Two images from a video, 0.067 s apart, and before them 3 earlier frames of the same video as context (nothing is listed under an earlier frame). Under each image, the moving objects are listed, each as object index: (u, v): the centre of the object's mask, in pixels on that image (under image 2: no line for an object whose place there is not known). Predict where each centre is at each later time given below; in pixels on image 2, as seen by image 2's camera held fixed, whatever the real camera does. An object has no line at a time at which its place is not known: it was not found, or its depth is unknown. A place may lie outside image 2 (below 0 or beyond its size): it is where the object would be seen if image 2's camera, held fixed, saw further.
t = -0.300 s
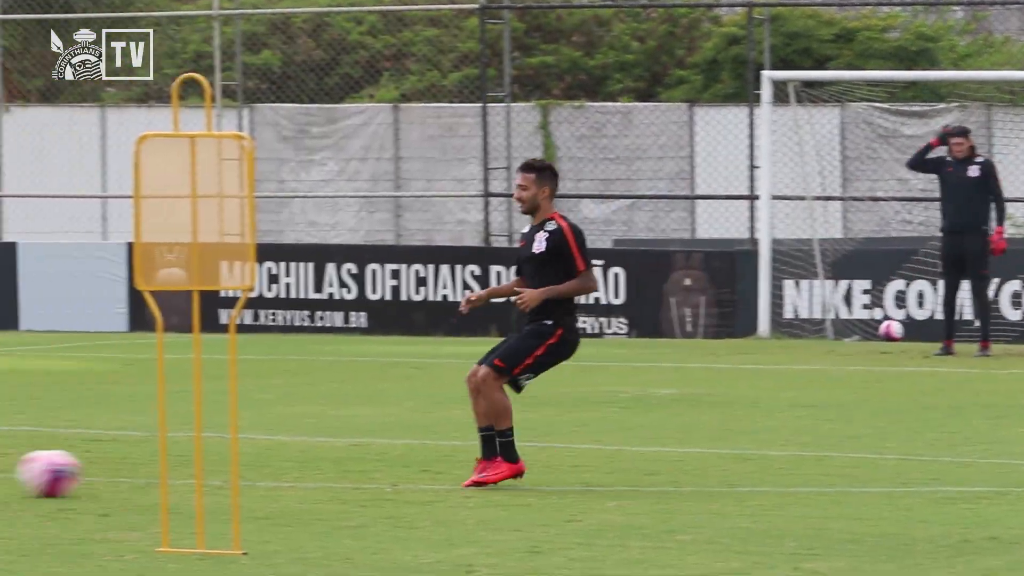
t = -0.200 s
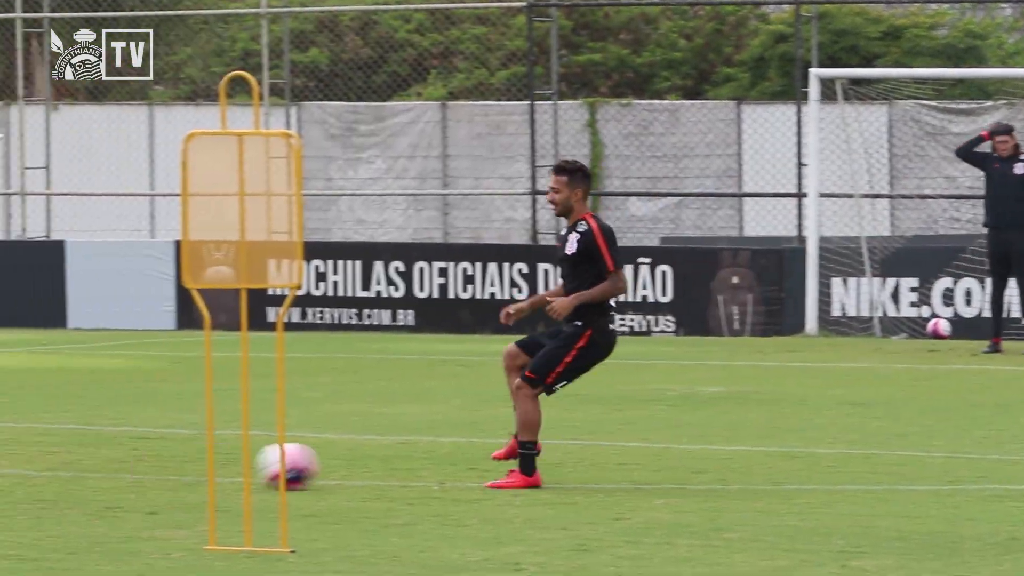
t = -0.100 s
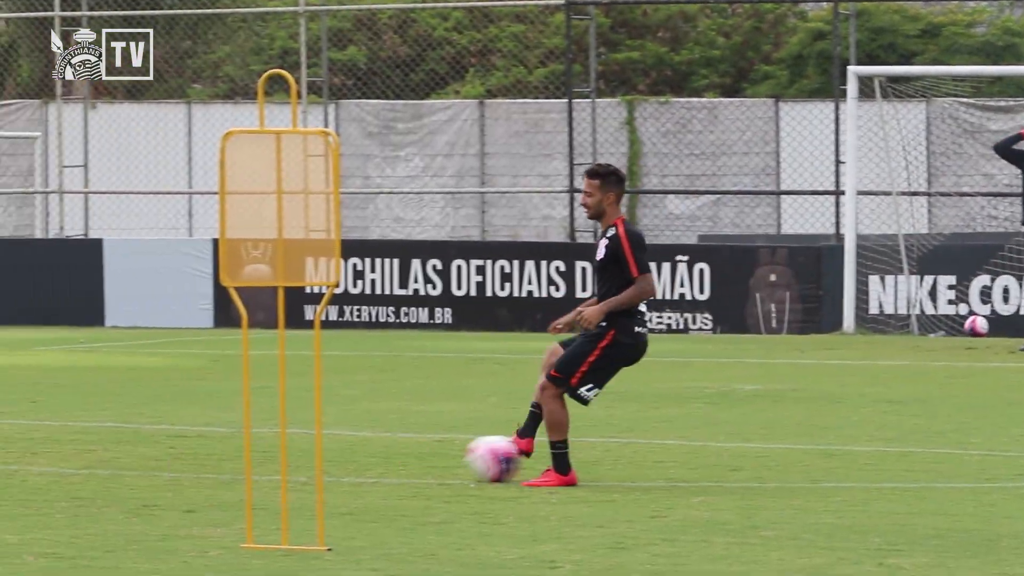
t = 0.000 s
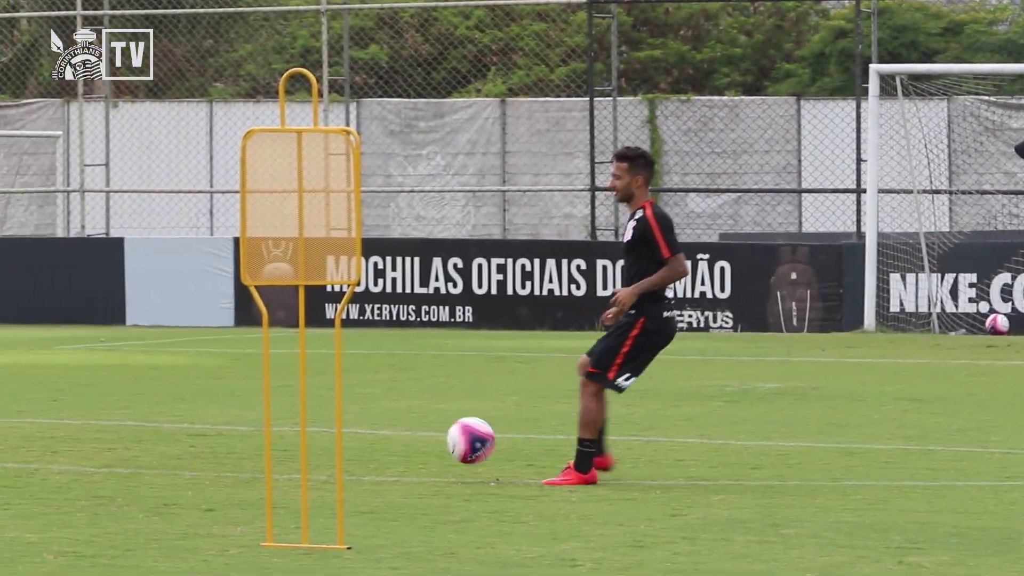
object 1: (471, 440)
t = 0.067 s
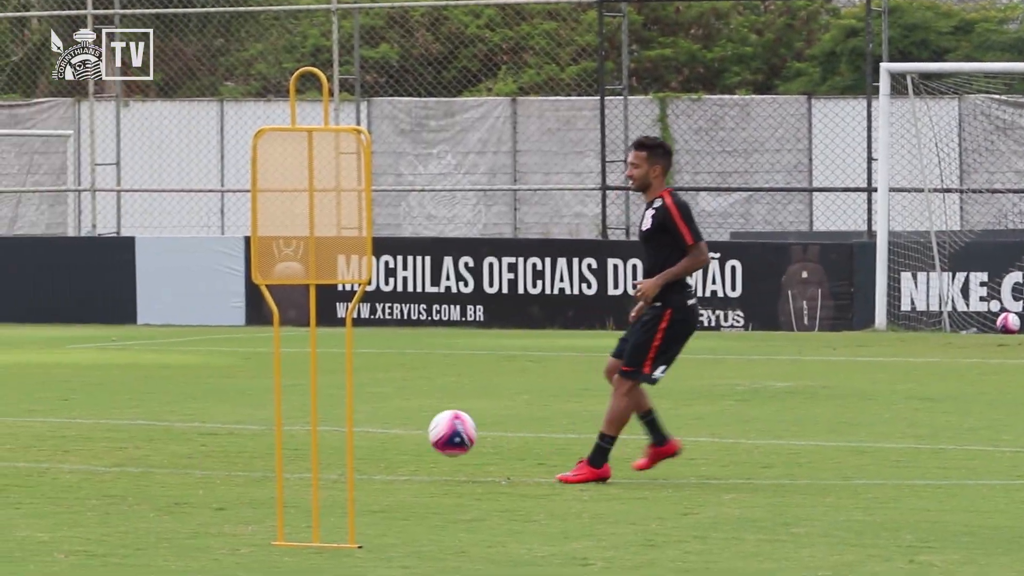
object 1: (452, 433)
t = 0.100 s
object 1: (433, 433)
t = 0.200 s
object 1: (384, 448)
